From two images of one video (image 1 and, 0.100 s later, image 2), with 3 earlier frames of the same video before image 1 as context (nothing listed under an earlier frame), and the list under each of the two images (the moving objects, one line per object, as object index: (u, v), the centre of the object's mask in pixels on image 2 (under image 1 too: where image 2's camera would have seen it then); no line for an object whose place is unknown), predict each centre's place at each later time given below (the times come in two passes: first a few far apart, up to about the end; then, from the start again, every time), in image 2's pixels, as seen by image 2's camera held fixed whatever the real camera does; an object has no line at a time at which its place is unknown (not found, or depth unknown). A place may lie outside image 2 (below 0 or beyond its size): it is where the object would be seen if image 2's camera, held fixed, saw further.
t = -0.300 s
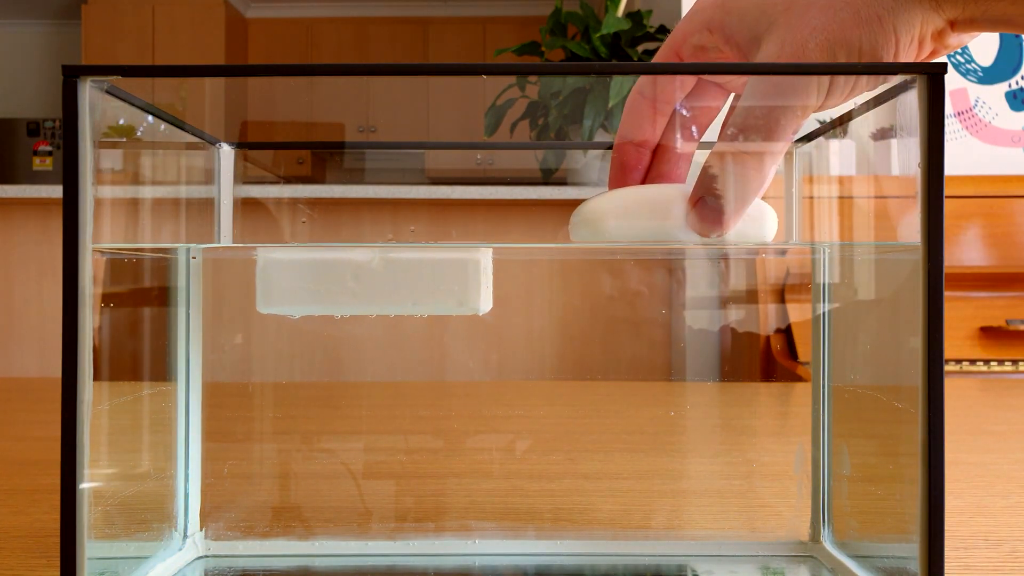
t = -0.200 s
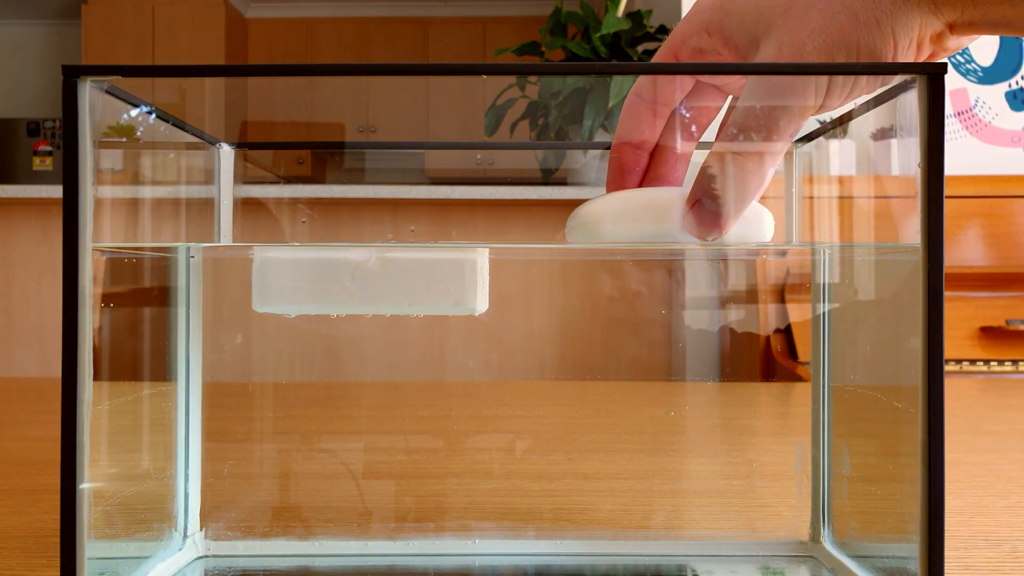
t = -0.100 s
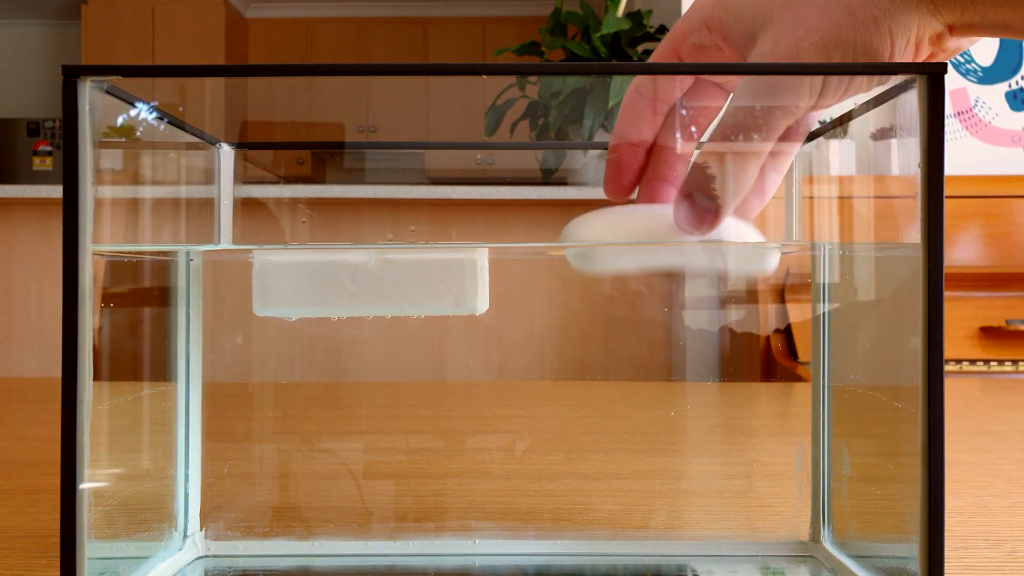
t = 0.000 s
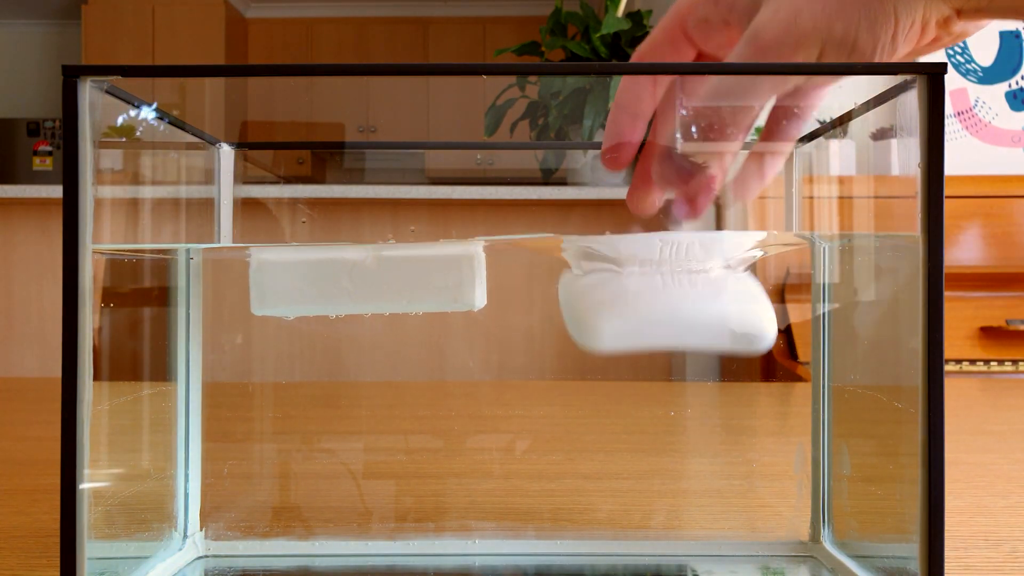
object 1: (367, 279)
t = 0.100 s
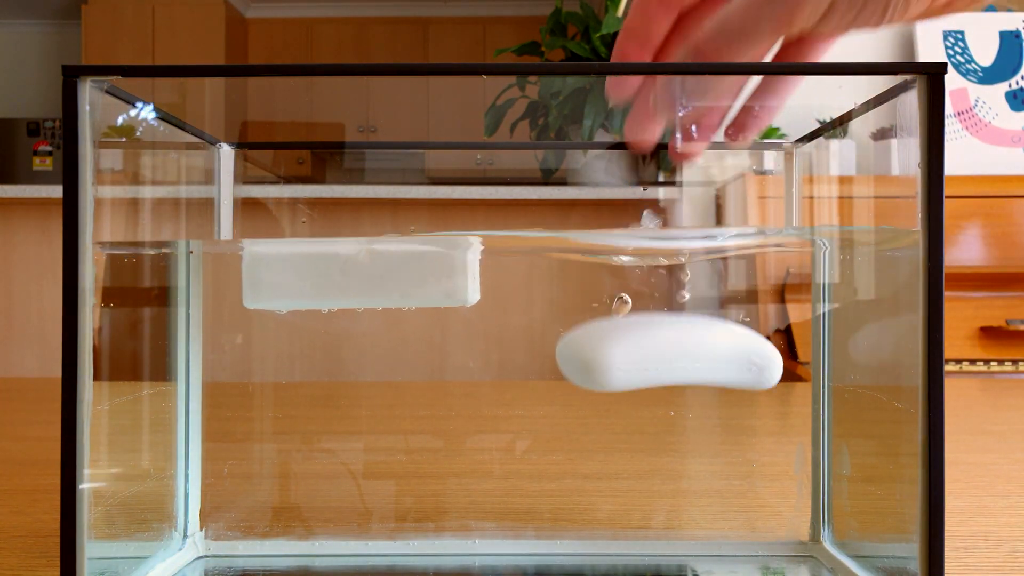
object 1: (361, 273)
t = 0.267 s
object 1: (357, 276)
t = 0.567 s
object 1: (360, 284)
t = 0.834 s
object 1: (346, 272)
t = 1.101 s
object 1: (350, 280)
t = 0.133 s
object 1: (358, 272)
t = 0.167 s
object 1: (355, 272)
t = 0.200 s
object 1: (354, 272)
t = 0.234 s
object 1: (355, 273)
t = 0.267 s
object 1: (357, 276)
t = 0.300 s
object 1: (360, 276)
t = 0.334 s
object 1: (364, 276)
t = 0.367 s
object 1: (366, 276)
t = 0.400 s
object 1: (365, 275)
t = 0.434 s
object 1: (364, 276)
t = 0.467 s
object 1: (362, 277)
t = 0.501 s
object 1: (359, 279)
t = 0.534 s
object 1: (358, 282)
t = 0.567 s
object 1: (360, 284)
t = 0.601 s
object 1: (362, 285)
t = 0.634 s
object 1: (361, 285)
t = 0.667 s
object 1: (361, 285)
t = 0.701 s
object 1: (363, 277)
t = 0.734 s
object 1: (360, 274)
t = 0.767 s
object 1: (353, 273)
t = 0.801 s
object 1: (348, 273)
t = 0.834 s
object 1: (346, 272)
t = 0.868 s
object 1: (347, 273)
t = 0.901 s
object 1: (348, 275)
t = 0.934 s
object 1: (349, 275)
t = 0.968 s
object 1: (349, 275)
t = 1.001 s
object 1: (349, 276)
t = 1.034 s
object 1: (348, 276)
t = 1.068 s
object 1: (347, 279)
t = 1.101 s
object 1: (350, 280)
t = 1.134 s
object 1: (354, 281)
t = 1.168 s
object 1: (357, 282)
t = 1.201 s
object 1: (357, 282)
